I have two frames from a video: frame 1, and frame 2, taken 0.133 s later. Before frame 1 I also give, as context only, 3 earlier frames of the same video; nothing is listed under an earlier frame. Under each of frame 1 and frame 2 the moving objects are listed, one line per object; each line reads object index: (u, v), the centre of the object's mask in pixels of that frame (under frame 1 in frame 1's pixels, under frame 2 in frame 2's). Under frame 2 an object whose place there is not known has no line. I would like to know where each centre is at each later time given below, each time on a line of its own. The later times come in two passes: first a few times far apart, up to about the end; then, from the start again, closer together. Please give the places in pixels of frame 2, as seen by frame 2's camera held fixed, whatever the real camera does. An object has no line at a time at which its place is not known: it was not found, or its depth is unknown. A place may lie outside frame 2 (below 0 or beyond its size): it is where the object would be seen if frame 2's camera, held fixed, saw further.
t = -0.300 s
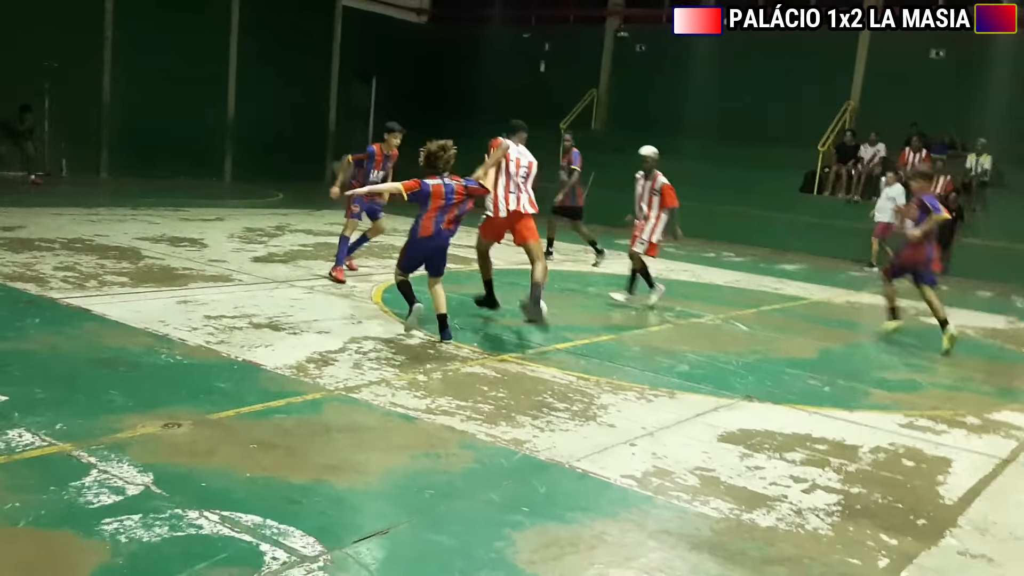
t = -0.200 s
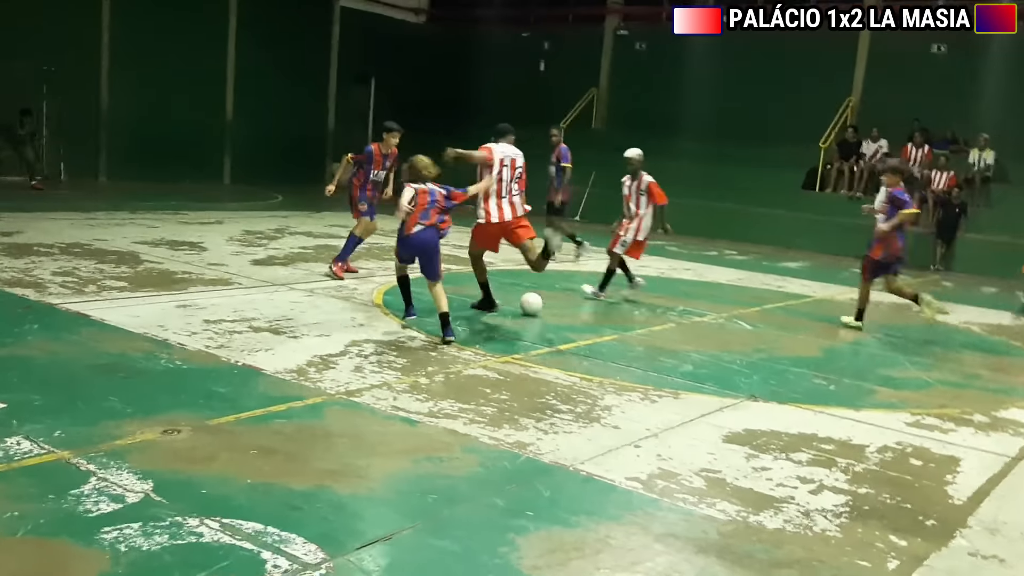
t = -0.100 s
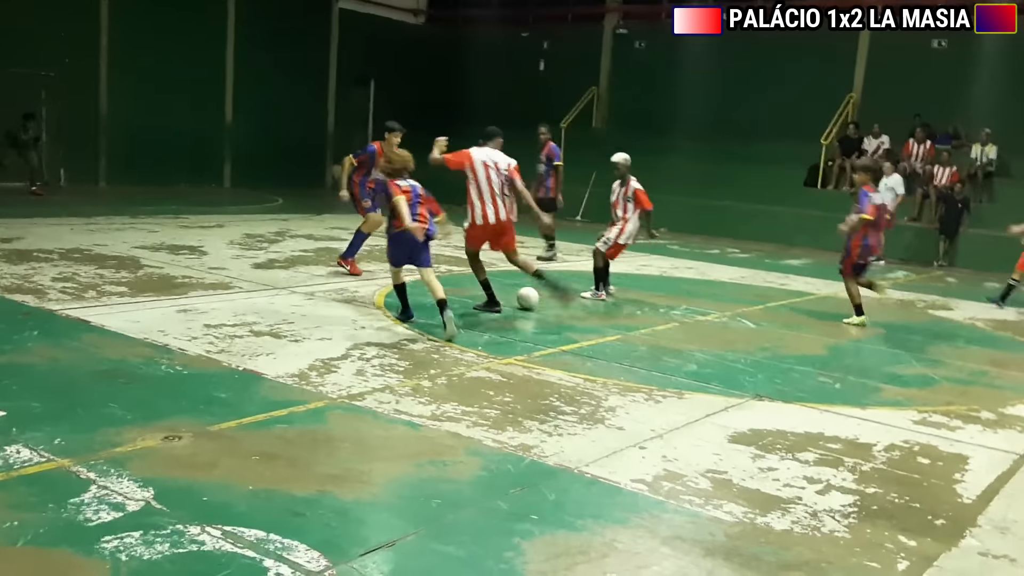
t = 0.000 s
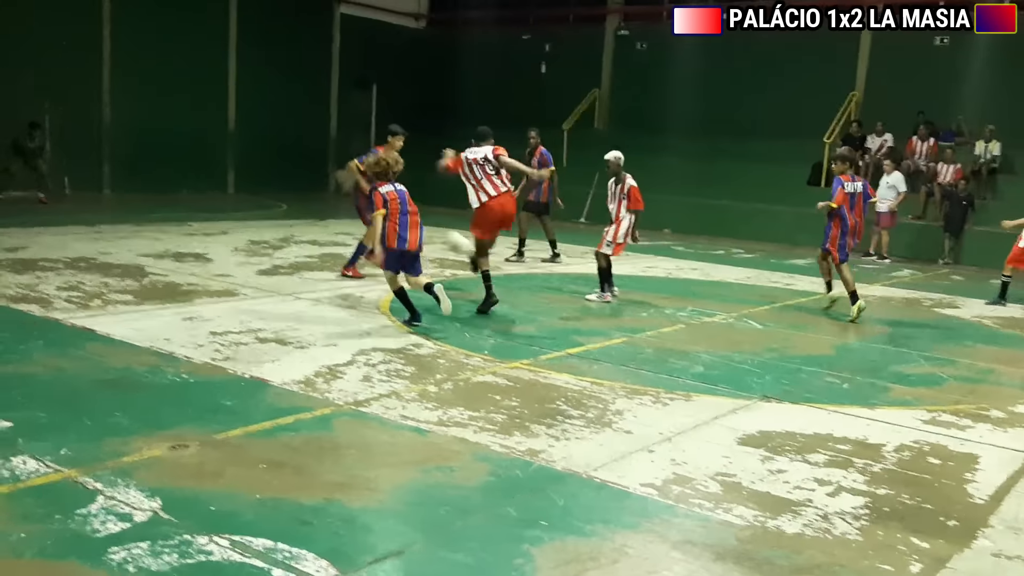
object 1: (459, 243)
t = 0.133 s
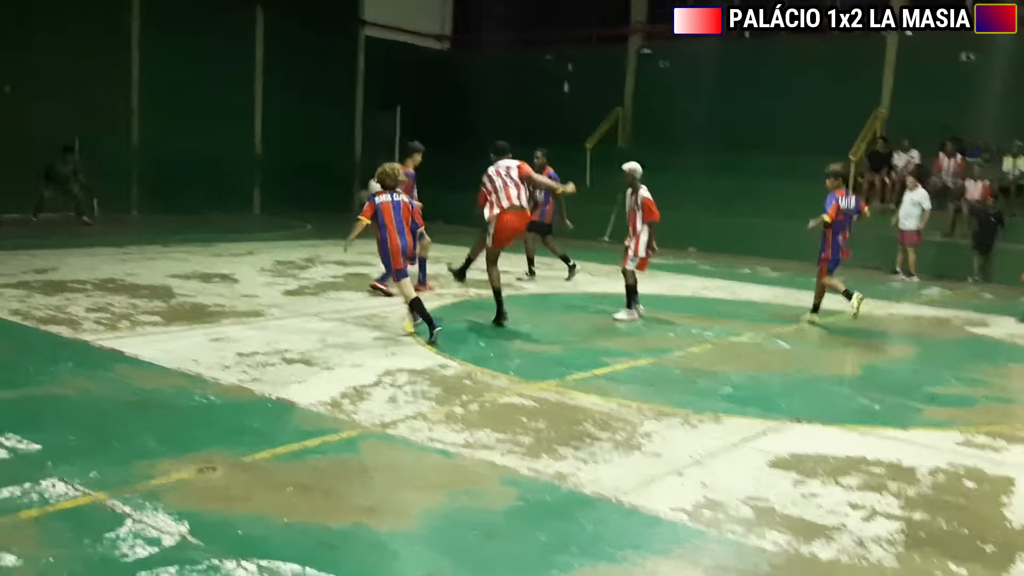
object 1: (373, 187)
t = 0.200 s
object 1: (341, 162)
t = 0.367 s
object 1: (268, 122)
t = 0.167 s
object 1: (359, 174)
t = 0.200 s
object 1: (341, 162)
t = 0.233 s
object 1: (324, 152)
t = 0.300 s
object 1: (294, 135)
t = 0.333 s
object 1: (280, 128)
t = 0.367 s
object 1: (268, 122)
